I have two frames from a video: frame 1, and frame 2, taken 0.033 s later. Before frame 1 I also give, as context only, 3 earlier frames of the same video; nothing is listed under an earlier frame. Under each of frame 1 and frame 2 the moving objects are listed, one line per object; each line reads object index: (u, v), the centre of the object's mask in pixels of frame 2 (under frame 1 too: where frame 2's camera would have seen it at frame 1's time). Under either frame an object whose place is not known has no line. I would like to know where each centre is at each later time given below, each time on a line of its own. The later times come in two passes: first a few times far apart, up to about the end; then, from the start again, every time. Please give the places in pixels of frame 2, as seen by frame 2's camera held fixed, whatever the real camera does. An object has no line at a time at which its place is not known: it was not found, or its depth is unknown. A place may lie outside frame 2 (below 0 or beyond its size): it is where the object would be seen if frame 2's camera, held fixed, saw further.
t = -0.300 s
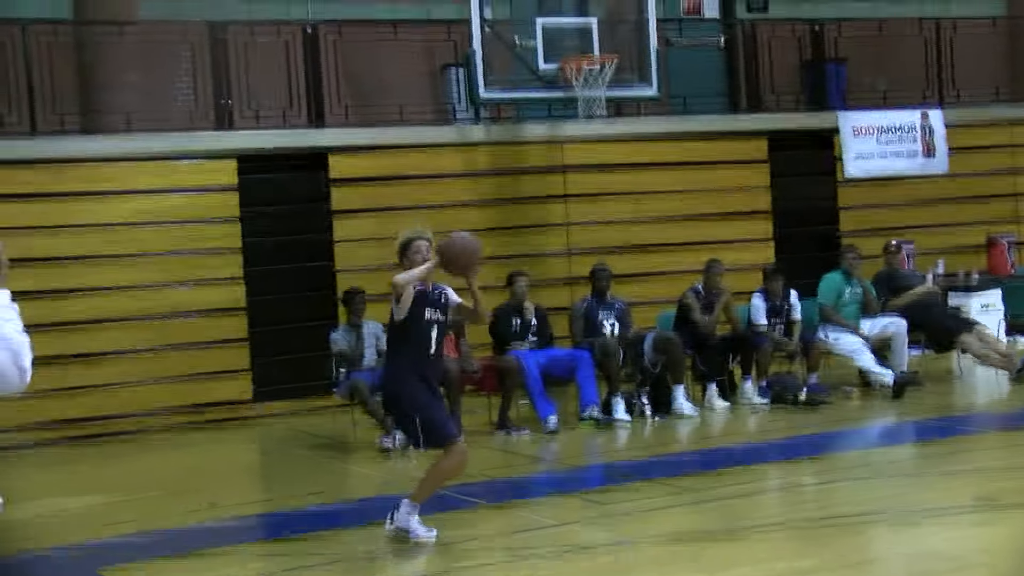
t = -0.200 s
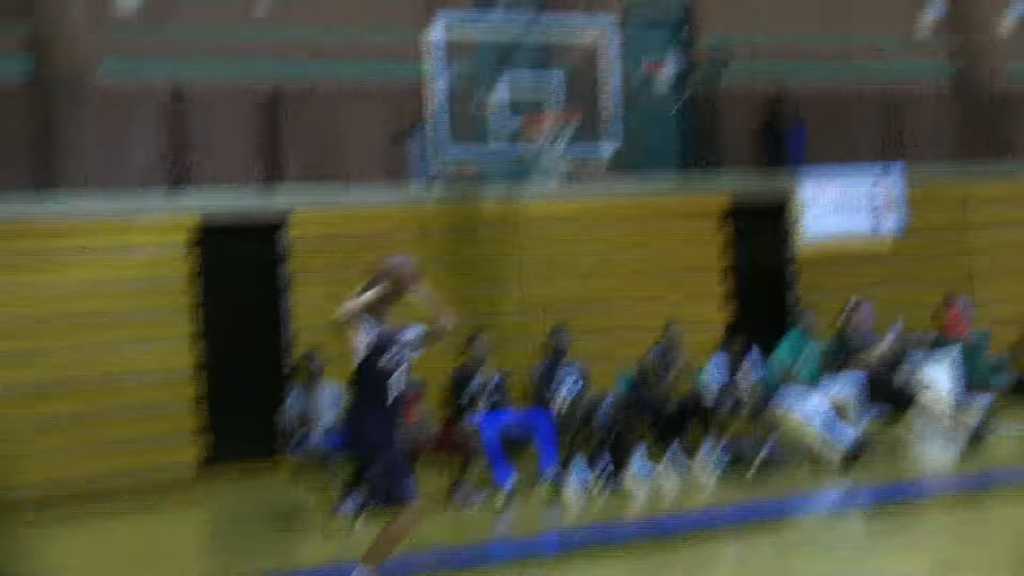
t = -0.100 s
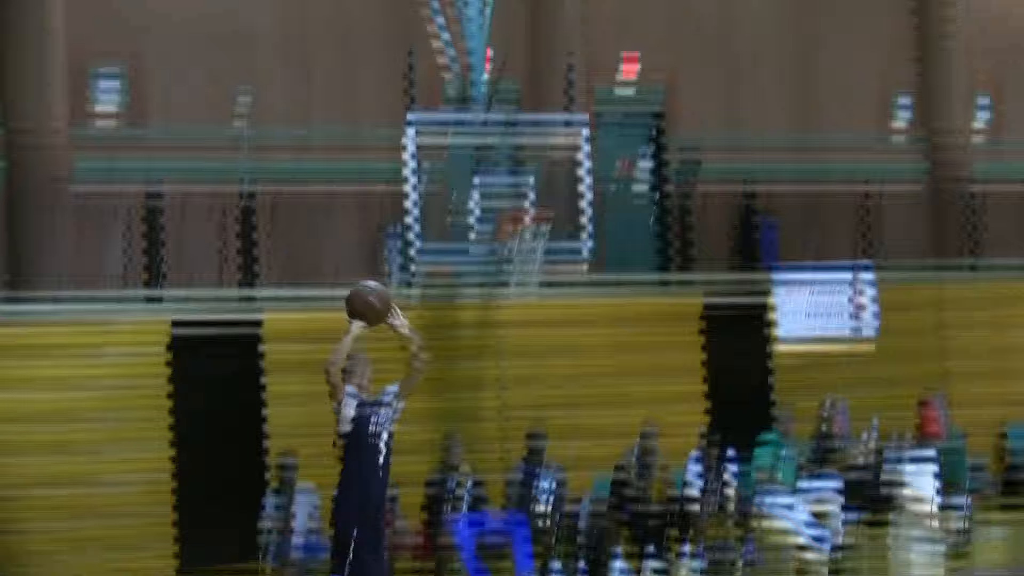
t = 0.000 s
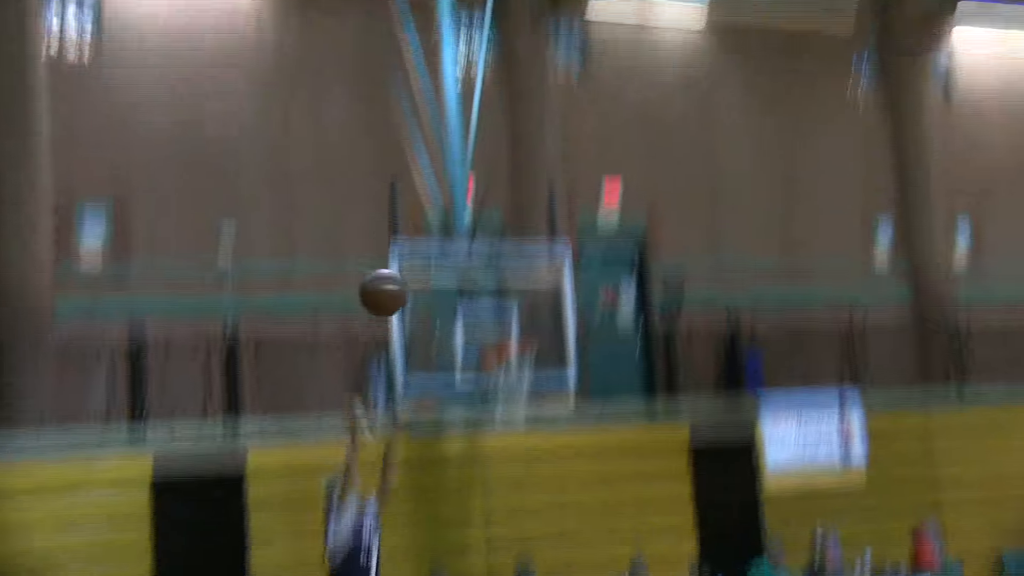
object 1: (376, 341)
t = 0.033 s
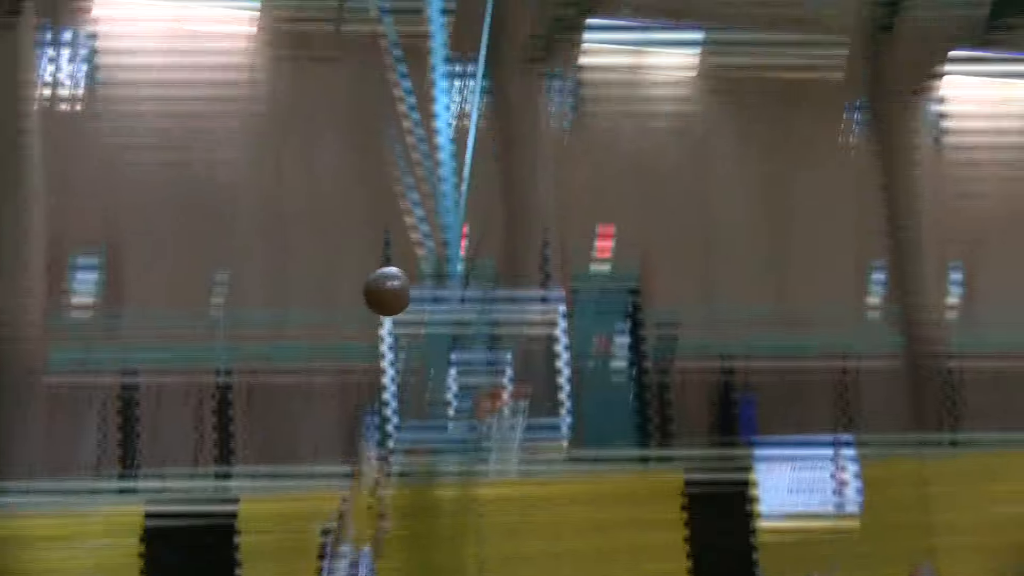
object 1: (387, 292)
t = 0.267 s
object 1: (476, -19)
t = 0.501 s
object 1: (600, -292)
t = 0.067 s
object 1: (398, 245)
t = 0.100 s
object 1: (410, 199)
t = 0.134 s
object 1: (422, 154)
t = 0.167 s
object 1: (434, 110)
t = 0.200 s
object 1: (449, 66)
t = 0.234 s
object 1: (463, 23)
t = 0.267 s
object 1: (476, -19)
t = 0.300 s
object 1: (492, -59)
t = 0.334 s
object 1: (507, -100)
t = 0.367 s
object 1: (524, -140)
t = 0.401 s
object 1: (541, -177)
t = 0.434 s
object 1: (558, -214)
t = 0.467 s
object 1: (578, -253)
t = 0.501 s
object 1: (600, -292)
